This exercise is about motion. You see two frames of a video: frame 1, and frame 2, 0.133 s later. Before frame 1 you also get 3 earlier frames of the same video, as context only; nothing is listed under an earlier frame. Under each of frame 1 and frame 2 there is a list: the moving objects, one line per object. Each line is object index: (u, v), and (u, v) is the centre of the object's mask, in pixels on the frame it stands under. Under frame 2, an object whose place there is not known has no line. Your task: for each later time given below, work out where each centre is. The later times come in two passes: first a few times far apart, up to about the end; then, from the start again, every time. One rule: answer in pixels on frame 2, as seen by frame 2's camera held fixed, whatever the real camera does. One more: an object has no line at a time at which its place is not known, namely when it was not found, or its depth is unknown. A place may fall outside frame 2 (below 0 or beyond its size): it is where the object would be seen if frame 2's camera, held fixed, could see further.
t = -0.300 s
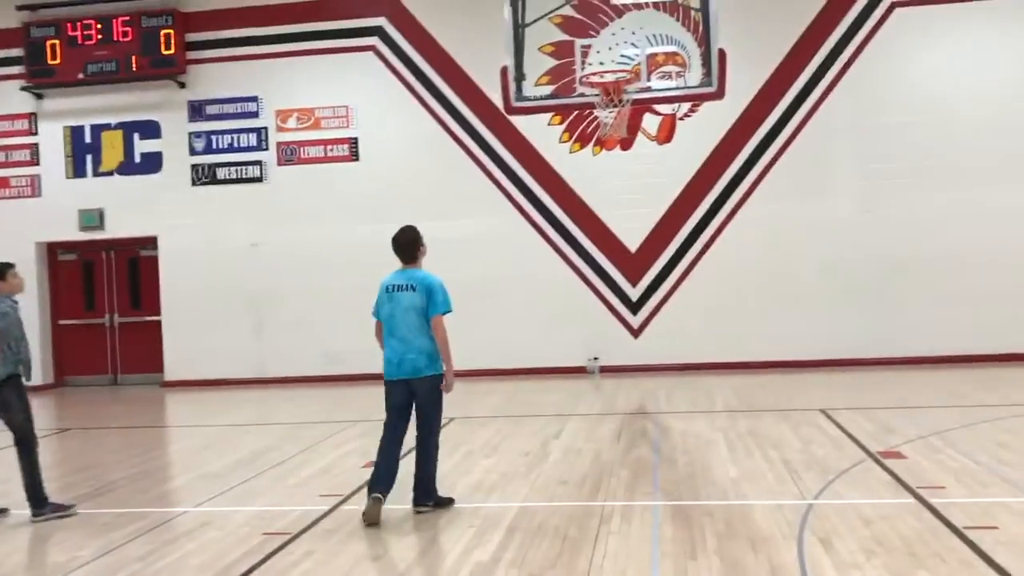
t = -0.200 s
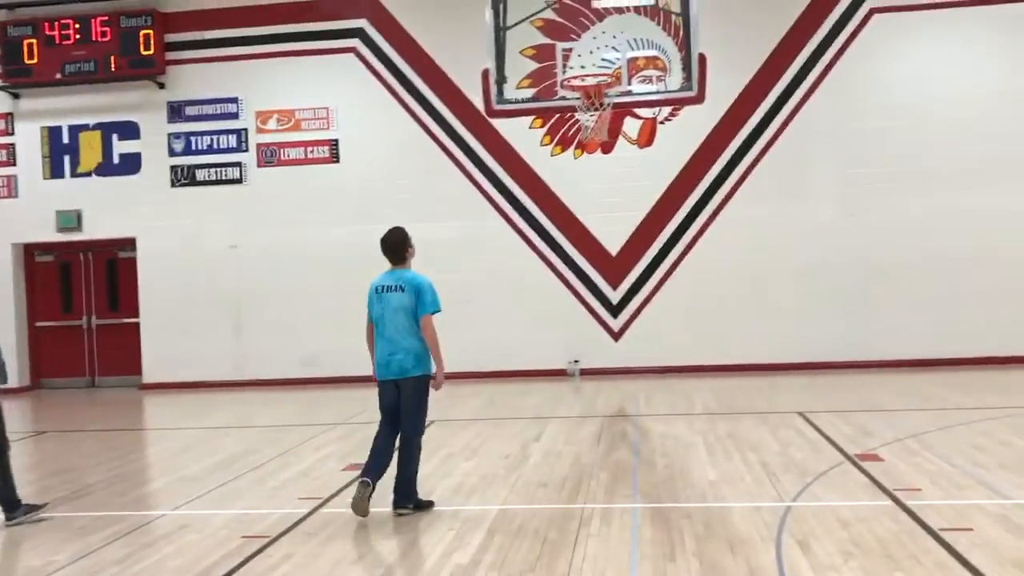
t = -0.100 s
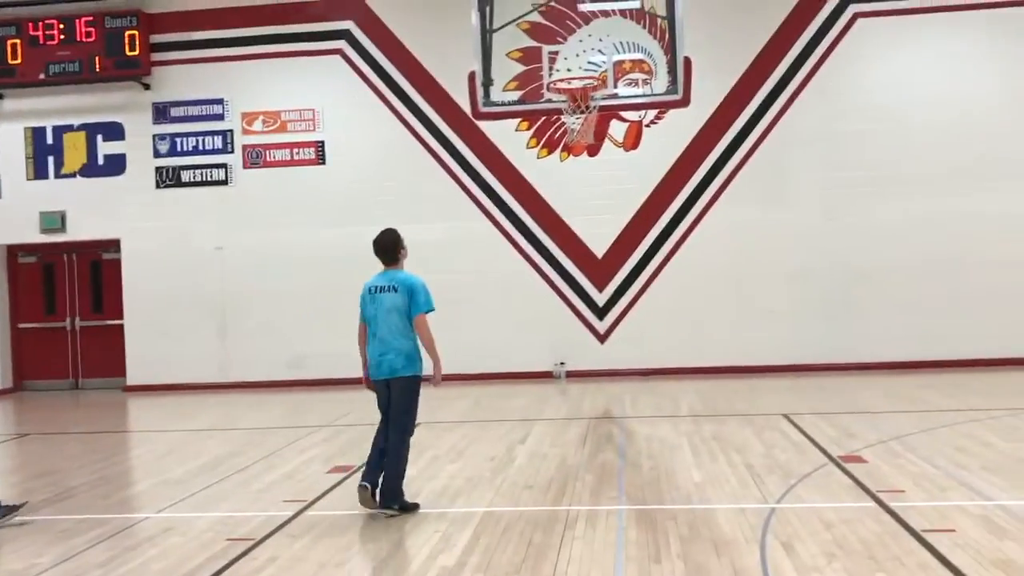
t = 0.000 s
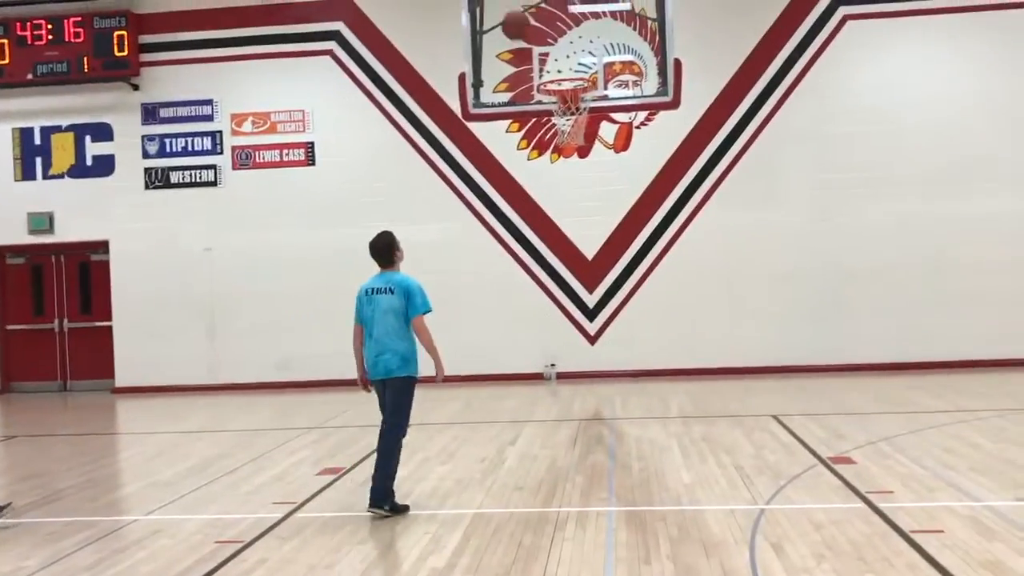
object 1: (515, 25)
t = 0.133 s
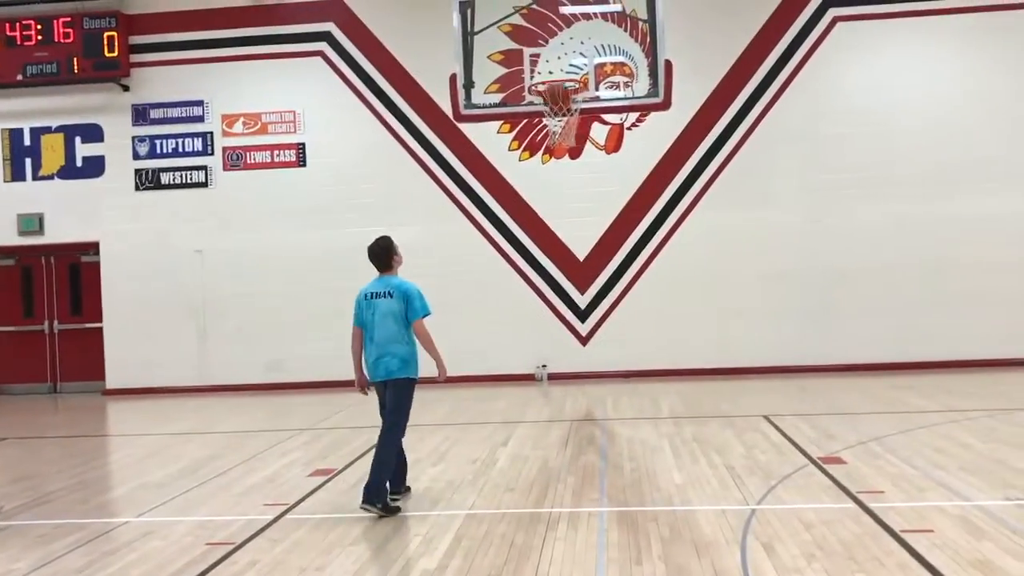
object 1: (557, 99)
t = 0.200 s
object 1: (574, 130)
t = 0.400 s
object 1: (608, 201)
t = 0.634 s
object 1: (650, 340)
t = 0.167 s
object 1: (562, 111)
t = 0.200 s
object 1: (574, 130)
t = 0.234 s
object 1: (580, 135)
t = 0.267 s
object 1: (586, 147)
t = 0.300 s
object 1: (591, 159)
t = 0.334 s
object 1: (597, 171)
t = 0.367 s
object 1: (602, 186)
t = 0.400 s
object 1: (608, 201)
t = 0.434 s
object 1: (613, 217)
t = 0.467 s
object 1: (621, 234)
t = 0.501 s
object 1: (626, 254)
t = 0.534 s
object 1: (631, 274)
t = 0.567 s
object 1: (637, 295)
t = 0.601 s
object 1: (644, 317)
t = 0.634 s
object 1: (650, 340)
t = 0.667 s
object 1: (656, 364)
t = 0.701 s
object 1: (663, 392)
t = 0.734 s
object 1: (668, 418)
